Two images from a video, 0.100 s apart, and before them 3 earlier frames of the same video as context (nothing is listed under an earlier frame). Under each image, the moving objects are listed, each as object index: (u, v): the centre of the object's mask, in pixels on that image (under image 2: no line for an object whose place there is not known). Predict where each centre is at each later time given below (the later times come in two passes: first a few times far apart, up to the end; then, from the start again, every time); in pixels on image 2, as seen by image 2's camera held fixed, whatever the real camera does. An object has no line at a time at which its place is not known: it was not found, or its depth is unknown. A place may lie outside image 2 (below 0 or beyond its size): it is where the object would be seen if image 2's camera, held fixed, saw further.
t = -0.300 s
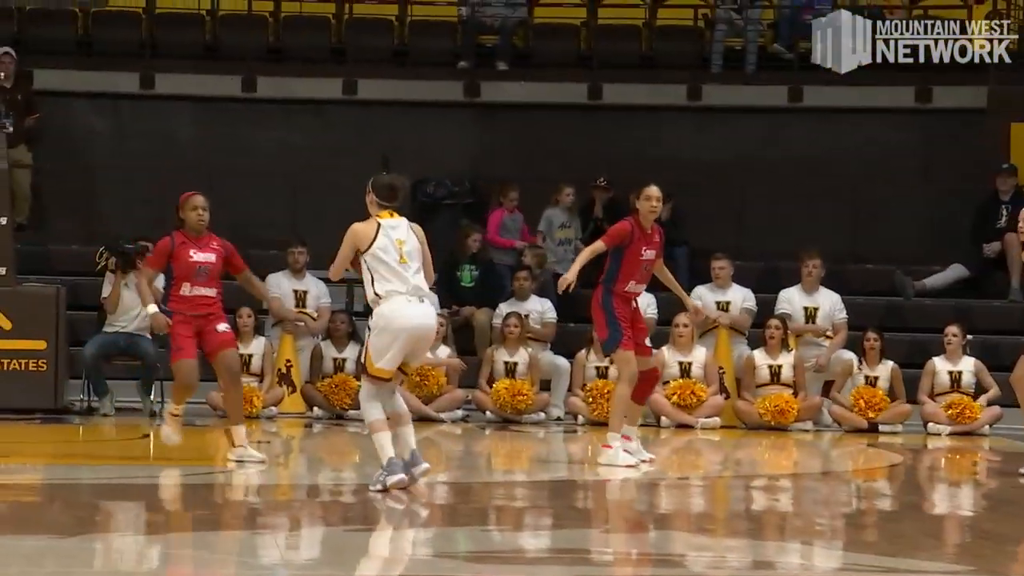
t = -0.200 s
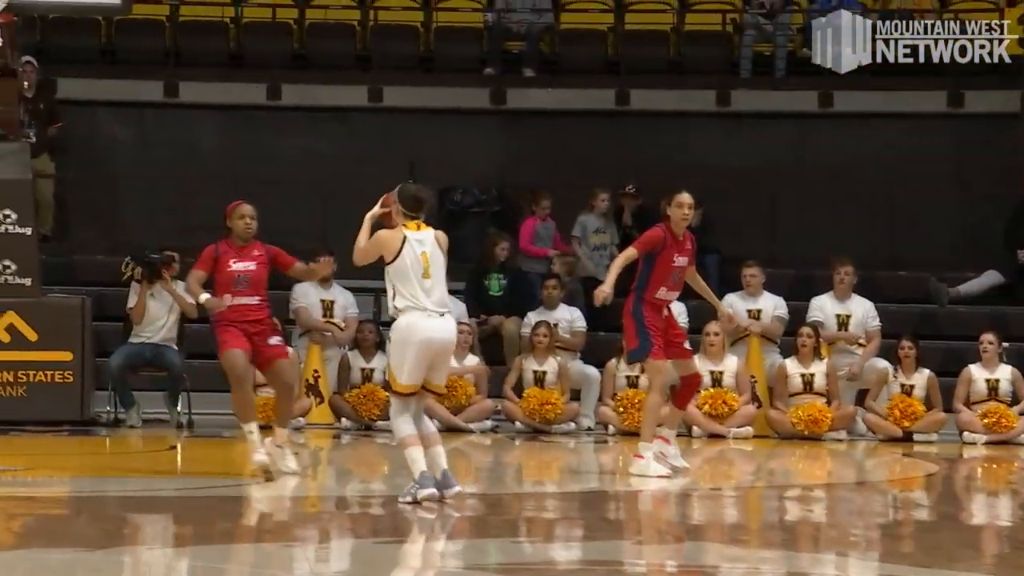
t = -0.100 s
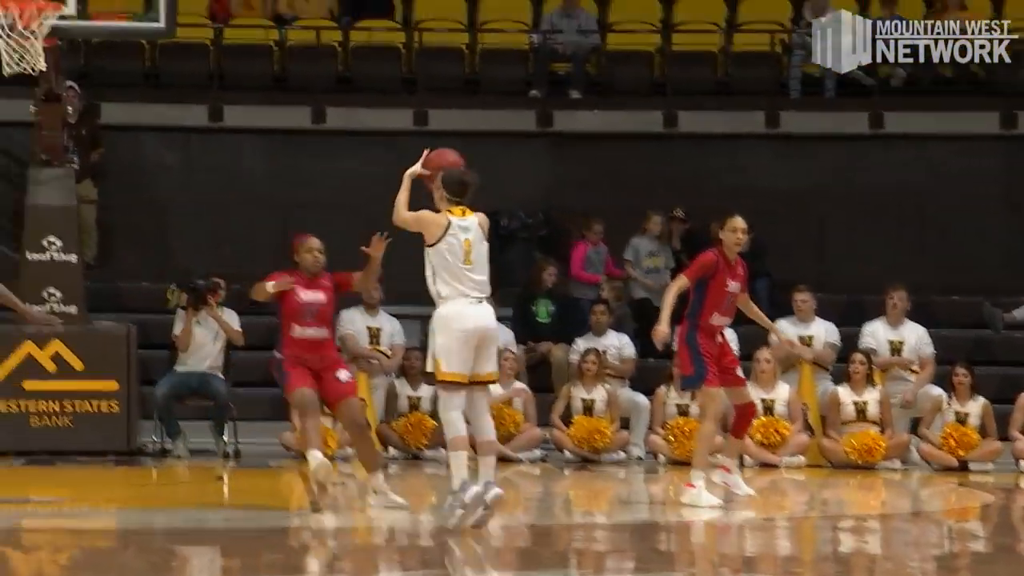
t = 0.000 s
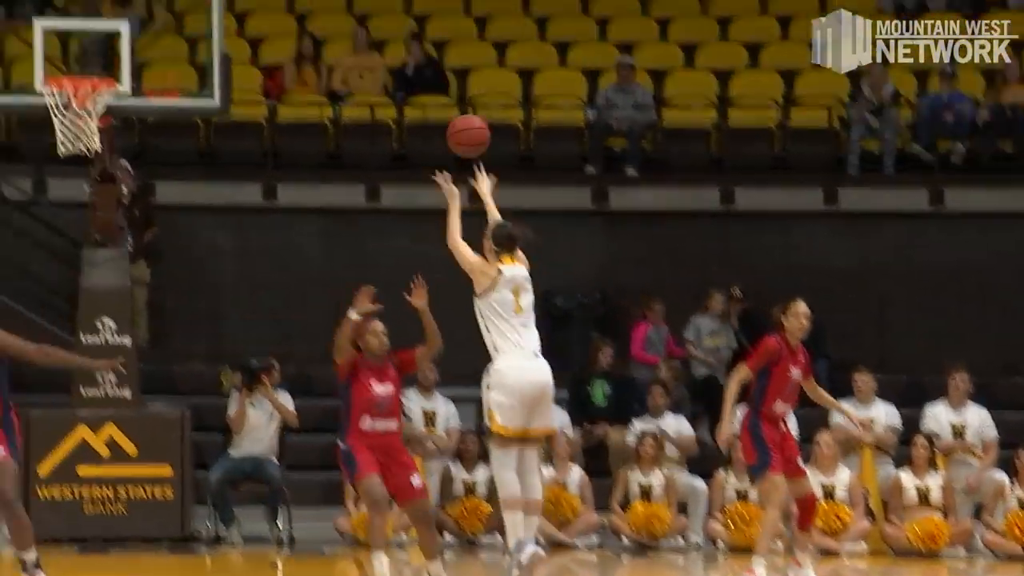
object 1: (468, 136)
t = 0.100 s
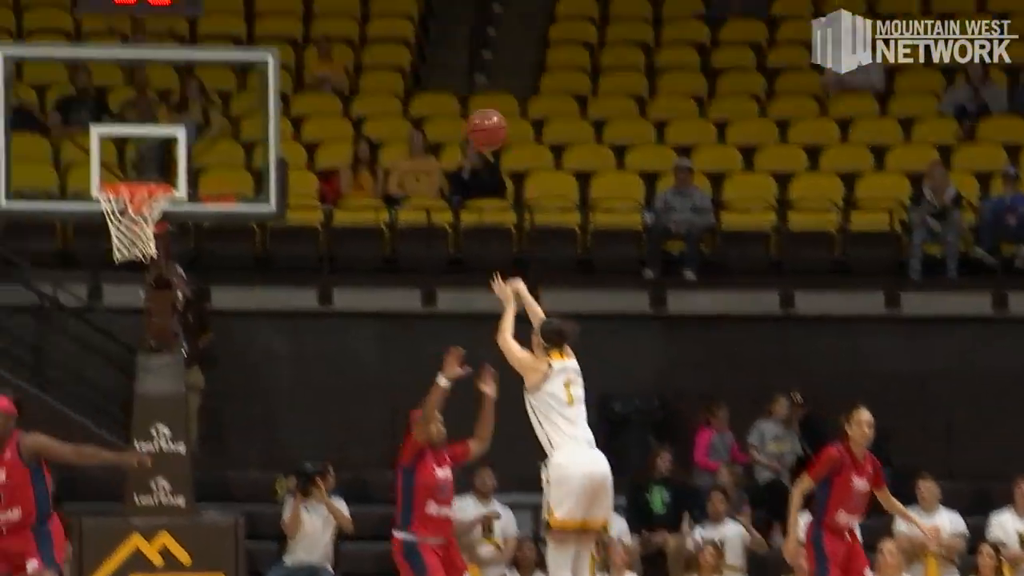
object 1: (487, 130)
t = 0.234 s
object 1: (438, 17)
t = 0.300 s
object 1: (420, -15)
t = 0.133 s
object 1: (474, 98)
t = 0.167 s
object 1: (461, 69)
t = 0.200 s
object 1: (449, 42)
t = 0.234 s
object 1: (438, 17)
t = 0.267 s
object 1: (432, 6)
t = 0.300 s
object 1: (420, -15)
